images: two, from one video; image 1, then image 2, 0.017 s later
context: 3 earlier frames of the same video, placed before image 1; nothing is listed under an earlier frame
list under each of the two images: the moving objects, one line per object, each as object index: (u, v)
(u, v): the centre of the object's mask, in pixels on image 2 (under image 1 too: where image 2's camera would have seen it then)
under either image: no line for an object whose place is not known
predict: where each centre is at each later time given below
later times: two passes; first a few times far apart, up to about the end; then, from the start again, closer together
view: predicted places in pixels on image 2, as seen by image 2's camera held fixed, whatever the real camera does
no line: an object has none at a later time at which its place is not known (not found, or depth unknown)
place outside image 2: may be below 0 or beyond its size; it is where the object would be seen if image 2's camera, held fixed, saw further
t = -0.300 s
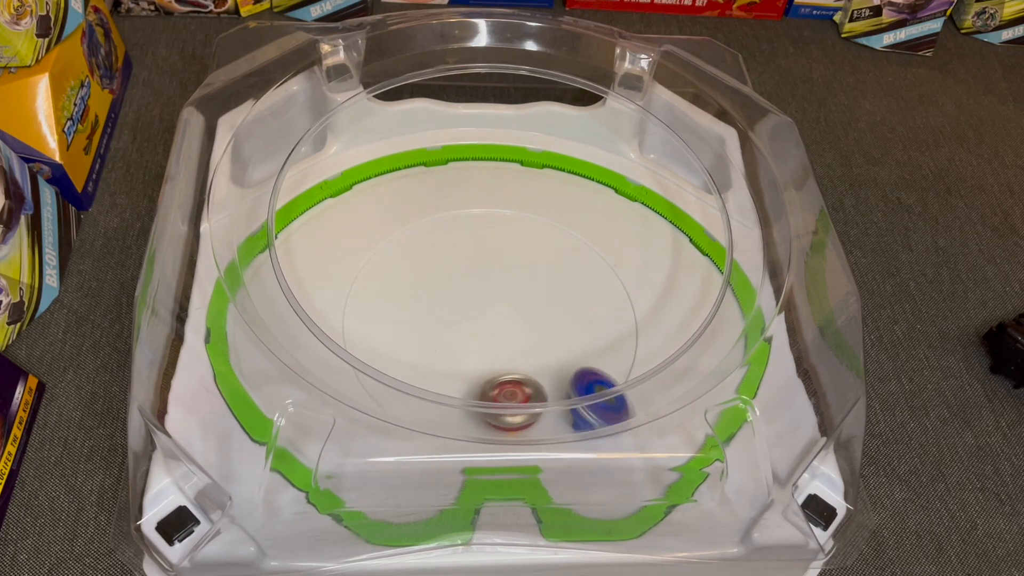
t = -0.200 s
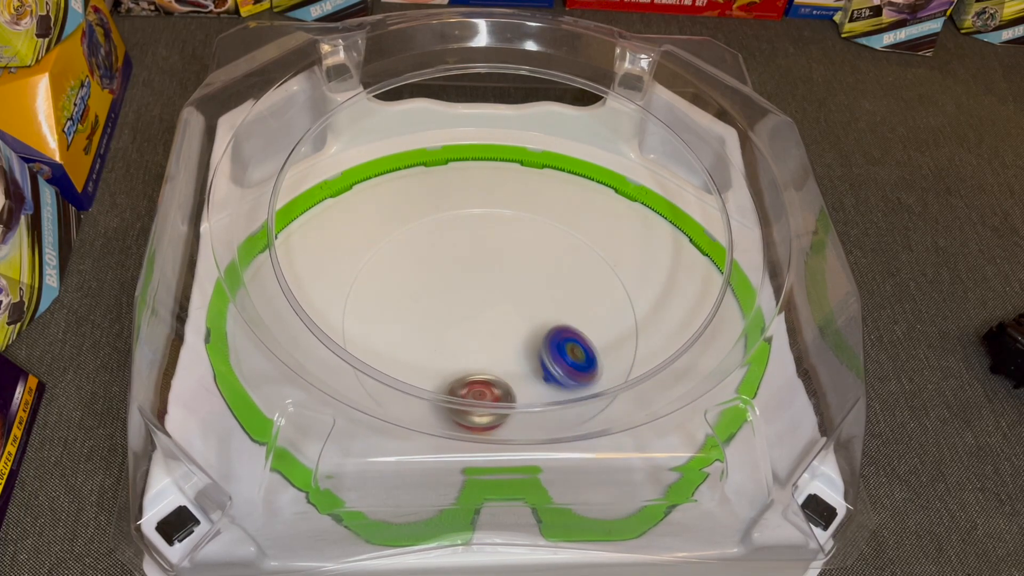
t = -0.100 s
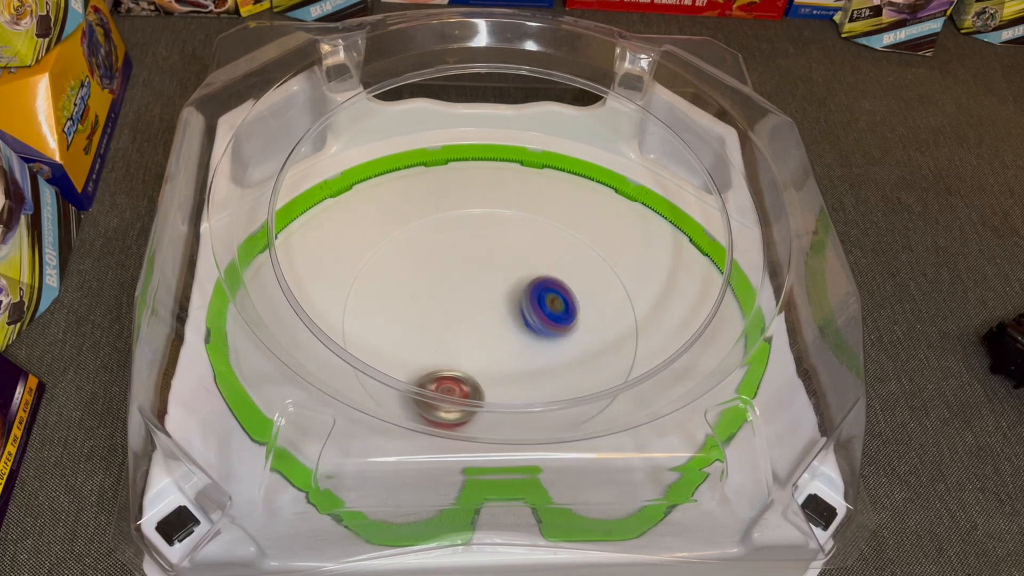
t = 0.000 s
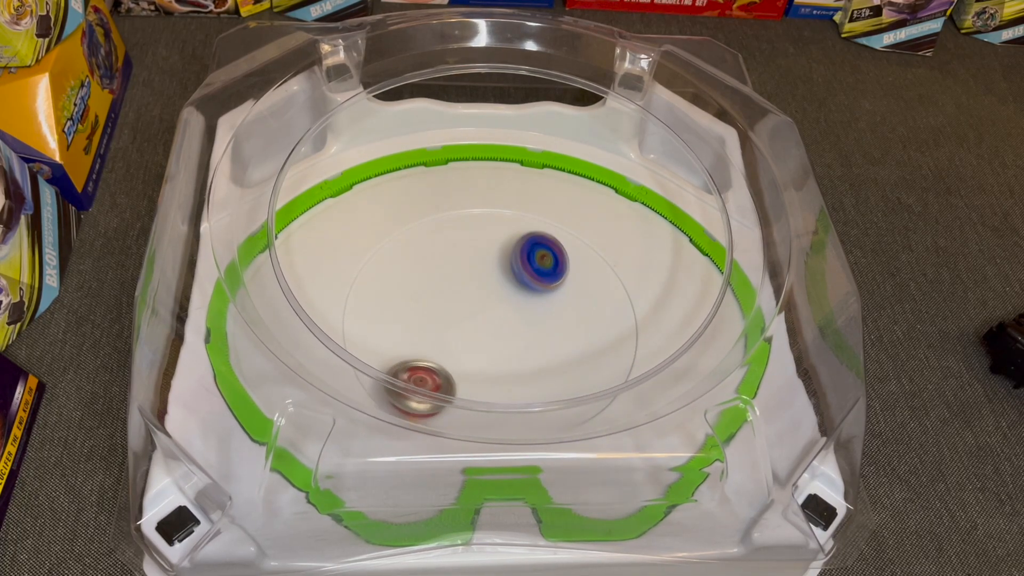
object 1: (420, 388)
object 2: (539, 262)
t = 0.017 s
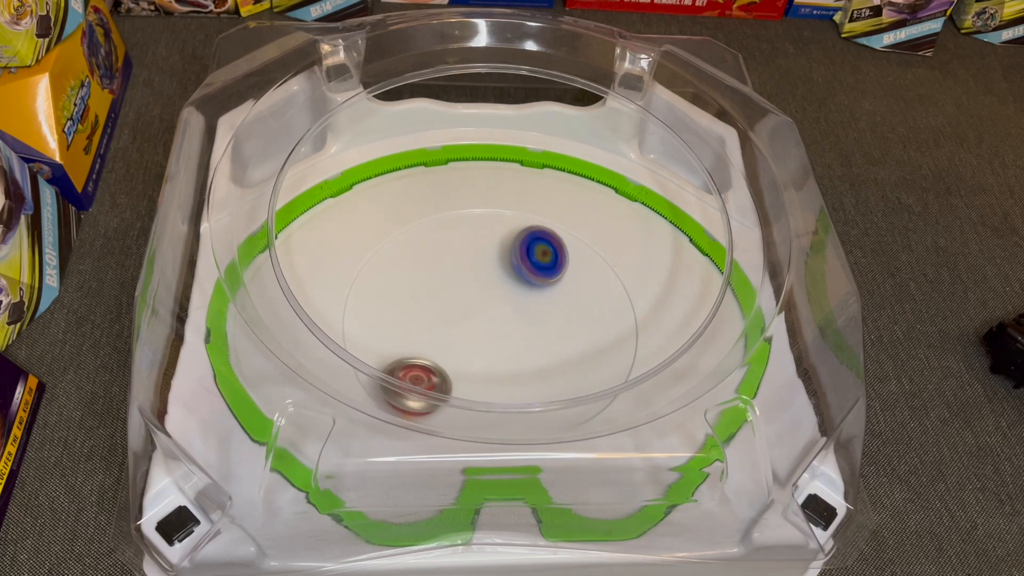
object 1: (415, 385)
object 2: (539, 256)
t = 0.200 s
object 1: (381, 349)
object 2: (537, 206)
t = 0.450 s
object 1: (363, 288)
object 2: (513, 276)
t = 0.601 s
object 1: (372, 255)
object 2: (514, 327)
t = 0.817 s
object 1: (409, 223)
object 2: (534, 375)
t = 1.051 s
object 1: (468, 211)
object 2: (507, 405)
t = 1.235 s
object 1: (515, 219)
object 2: (455, 393)
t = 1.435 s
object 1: (560, 244)
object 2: (422, 345)
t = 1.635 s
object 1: (591, 281)
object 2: (430, 298)
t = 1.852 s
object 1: (600, 329)
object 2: (468, 270)
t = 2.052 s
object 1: (583, 367)
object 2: (515, 269)
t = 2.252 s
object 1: (538, 389)
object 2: (551, 291)
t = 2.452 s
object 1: (480, 389)
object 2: (555, 327)
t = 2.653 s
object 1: (435, 368)
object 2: (515, 353)
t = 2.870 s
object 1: (351, 307)
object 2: (521, 353)
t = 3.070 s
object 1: (302, 237)
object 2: (588, 327)
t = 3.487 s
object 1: (436, 272)
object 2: (571, 255)
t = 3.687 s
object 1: (462, 262)
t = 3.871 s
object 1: (492, 281)
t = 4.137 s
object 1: (380, 304)
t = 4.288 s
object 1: (355, 326)
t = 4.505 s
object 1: (400, 351)
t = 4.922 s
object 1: (432, 291)
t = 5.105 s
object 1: (357, 299)
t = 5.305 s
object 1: (396, 312)
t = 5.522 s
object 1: (456, 306)
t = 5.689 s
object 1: (461, 295)
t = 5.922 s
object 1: (504, 292)
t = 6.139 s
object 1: (534, 290)
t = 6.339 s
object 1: (537, 297)
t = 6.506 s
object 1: (524, 308)
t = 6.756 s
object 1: (503, 317)
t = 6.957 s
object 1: (538, 300)
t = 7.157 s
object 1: (532, 274)
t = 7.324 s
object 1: (517, 264)
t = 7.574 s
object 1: (513, 267)
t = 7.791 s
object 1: (532, 274)
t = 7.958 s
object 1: (524, 292)
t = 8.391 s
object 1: (468, 342)
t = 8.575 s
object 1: (450, 342)
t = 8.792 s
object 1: (451, 335)
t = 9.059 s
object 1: (486, 332)
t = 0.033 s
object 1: (411, 383)
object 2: (538, 250)
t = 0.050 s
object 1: (407, 381)
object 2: (538, 244)
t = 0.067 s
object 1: (402, 379)
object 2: (537, 238)
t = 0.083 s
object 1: (399, 376)
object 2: (537, 234)
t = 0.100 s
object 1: (396, 373)
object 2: (536, 228)
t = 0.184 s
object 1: (382, 356)
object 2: (537, 208)
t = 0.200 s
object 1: (381, 349)
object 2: (537, 206)
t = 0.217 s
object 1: (378, 345)
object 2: (536, 206)
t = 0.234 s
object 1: (376, 343)
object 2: (534, 207)
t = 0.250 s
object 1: (373, 339)
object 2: (533, 211)
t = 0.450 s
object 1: (363, 288)
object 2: (513, 276)
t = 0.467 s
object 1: (363, 284)
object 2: (512, 282)
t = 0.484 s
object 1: (363, 280)
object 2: (512, 288)
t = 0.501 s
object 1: (364, 276)
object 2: (510, 294)
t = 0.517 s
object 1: (365, 272)
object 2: (510, 299)
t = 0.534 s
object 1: (366, 269)
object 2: (510, 306)
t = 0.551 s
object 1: (367, 266)
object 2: (511, 310)
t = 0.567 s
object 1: (369, 262)
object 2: (511, 317)
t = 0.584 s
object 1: (370, 259)
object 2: (513, 321)
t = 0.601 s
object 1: (372, 255)
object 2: (514, 327)
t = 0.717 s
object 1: (389, 236)
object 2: (526, 356)
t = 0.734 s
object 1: (391, 233)
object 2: (528, 361)
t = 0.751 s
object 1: (394, 231)
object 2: (530, 363)
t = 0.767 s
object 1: (398, 229)
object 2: (531, 368)
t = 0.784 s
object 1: (401, 227)
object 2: (532, 370)
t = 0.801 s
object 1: (405, 225)
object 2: (534, 373)
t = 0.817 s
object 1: (409, 223)
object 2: (534, 375)
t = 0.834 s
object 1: (412, 222)
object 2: (534, 377)
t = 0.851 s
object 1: (416, 221)
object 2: (534, 379)
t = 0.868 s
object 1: (420, 219)
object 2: (534, 385)
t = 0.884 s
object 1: (423, 218)
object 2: (533, 388)
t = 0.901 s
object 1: (427, 217)
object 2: (533, 390)
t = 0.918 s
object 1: (432, 216)
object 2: (531, 393)
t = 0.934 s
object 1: (436, 215)
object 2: (531, 395)
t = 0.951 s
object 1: (440, 214)
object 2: (528, 398)
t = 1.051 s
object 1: (468, 211)
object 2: (507, 405)
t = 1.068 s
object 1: (473, 211)
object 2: (503, 404)
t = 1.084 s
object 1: (477, 211)
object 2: (499, 405)
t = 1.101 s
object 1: (483, 211)
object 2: (494, 404)
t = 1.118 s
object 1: (486, 212)
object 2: (490, 404)
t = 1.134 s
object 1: (491, 213)
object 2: (484, 403)
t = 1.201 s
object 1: (507, 216)
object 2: (465, 398)
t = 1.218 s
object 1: (511, 218)
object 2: (461, 395)
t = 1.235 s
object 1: (515, 219)
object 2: (455, 393)
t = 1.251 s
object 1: (519, 220)
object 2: (452, 389)
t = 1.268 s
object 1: (522, 222)
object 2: (447, 387)
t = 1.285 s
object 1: (526, 224)
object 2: (443, 382)
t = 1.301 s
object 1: (530, 226)
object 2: (439, 379)
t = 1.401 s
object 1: (553, 239)
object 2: (424, 354)
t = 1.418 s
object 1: (556, 242)
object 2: (421, 349)
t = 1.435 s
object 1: (560, 244)
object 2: (422, 345)
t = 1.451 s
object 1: (562, 247)
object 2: (419, 341)
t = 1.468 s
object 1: (566, 249)
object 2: (420, 336)
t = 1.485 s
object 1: (570, 252)
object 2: (419, 332)
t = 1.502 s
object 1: (572, 255)
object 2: (420, 327)
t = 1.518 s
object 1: (575, 258)
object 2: (420, 323)
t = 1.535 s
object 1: (578, 261)
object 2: (421, 319)
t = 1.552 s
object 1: (580, 265)
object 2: (422, 316)
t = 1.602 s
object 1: (587, 274)
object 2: (426, 305)
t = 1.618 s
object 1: (589, 278)
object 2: (429, 302)
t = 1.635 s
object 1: (591, 281)
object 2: (430, 298)
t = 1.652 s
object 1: (592, 285)
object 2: (433, 295)
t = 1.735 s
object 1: (598, 303)
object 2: (445, 283)
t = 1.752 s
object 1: (599, 306)
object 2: (448, 280)
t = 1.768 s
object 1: (601, 310)
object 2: (451, 279)
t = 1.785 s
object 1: (600, 314)
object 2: (454, 277)
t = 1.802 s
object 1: (600, 318)
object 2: (457, 276)
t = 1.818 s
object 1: (601, 322)
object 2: (461, 273)
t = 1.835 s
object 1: (600, 326)
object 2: (465, 272)
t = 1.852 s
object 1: (600, 329)
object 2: (468, 270)
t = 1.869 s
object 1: (599, 333)
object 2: (472, 270)
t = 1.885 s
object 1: (599, 336)
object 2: (476, 268)
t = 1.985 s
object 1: (591, 356)
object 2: (499, 266)
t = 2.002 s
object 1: (589, 359)
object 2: (503, 266)
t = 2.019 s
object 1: (588, 362)
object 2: (507, 268)
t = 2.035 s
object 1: (585, 365)
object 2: (511, 268)
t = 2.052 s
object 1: (583, 367)
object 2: (515, 269)
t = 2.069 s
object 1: (580, 370)
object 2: (519, 269)
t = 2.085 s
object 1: (577, 372)
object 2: (523, 271)
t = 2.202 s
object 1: (552, 385)
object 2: (545, 285)
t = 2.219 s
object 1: (547, 386)
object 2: (547, 287)
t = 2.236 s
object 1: (543, 388)
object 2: (550, 289)
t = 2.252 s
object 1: (538, 389)
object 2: (551, 291)
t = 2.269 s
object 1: (534, 390)
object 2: (554, 294)
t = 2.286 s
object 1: (528, 391)
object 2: (555, 297)
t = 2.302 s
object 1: (523, 391)
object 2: (556, 299)
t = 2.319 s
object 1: (518, 392)
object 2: (557, 304)
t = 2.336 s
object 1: (512, 392)
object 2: (557, 306)
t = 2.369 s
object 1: (502, 392)
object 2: (557, 312)
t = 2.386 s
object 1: (497, 392)
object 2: (557, 316)
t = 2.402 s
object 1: (493, 392)
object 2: (557, 318)
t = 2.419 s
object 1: (489, 391)
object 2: (557, 321)
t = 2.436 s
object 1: (485, 390)
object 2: (555, 325)
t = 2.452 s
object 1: (480, 389)
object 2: (555, 327)
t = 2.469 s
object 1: (476, 388)
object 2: (552, 331)
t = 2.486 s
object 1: (470, 387)
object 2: (550, 333)
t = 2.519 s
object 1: (462, 384)
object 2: (545, 339)
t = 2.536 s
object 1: (458, 383)
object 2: (542, 342)
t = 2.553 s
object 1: (455, 381)
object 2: (539, 343)
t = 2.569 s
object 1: (451, 379)
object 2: (536, 345)
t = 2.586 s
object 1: (448, 377)
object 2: (532, 348)
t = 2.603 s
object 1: (445, 376)
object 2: (528, 348)
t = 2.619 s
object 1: (443, 373)
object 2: (524, 351)
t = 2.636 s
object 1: (438, 371)
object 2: (520, 351)
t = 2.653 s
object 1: (435, 368)
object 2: (515, 353)
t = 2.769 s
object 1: (412, 347)
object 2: (484, 353)
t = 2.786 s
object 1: (409, 344)
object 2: (480, 352)
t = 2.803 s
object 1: (406, 340)
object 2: (476, 351)
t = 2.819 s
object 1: (394, 333)
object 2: (480, 351)
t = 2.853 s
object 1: (362, 314)
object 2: (508, 354)
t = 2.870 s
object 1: (351, 307)
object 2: (521, 353)
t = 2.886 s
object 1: (345, 297)
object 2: (532, 354)
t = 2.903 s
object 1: (339, 290)
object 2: (542, 352)
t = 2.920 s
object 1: (334, 285)
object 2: (553, 351)
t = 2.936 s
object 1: (329, 278)
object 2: (561, 349)
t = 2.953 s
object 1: (325, 273)
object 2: (570, 346)
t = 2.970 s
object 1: (321, 267)
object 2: (575, 344)
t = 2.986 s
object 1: (317, 262)
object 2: (580, 341)
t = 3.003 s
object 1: (314, 257)
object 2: (584, 338)
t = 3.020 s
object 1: (310, 252)
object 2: (586, 336)
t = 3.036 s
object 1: (307, 247)
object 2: (589, 333)
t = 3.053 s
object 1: (305, 242)
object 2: (588, 330)
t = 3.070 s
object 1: (302, 237)
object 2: (588, 327)
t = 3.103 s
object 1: (300, 226)
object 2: (587, 320)
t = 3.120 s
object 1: (298, 221)
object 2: (587, 317)
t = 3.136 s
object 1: (298, 219)
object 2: (584, 314)
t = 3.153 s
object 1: (301, 223)
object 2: (584, 311)
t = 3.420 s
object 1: (406, 271)
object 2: (574, 265)
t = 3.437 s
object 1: (414, 272)
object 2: (574, 263)
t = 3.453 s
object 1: (421, 273)
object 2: (574, 260)
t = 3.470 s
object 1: (428, 272)
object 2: (573, 257)
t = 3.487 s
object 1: (436, 272)
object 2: (571, 255)
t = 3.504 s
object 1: (442, 271)
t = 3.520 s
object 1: (450, 270)
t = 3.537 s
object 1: (457, 269)
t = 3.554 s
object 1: (464, 268)
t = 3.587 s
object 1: (477, 265)
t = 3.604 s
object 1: (482, 263)
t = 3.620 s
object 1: (477, 263)
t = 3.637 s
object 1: (471, 263)
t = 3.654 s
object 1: (467, 262)
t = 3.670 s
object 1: (464, 262)
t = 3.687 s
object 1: (462, 262)
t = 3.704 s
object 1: (462, 263)
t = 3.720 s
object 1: (461, 264)
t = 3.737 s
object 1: (462, 265)
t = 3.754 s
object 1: (465, 266)
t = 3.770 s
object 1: (467, 268)
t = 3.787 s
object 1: (470, 269)
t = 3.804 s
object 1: (474, 271)
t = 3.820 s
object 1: (479, 273)
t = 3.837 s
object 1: (483, 276)
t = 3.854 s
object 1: (487, 279)
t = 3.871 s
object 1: (492, 281)
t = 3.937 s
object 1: (512, 294)
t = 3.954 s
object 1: (517, 297)
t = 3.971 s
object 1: (522, 299)
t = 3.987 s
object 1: (516, 301)
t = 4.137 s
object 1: (380, 304)
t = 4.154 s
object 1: (371, 305)
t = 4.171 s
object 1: (365, 306)
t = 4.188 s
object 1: (359, 309)
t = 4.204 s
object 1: (356, 311)
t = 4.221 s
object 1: (352, 314)
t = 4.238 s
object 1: (350, 317)
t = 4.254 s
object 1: (348, 320)
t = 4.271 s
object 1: (351, 322)
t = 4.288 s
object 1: (355, 326)
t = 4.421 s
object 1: (384, 347)
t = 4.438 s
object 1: (387, 348)
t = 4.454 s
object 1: (390, 350)
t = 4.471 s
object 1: (393, 350)
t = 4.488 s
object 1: (397, 351)
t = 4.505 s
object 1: (400, 351)
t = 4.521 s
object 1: (402, 352)
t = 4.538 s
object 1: (404, 351)
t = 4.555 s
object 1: (407, 350)
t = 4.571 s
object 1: (409, 349)
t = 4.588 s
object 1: (411, 348)
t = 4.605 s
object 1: (411, 346)
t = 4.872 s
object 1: (444, 298)
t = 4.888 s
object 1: (446, 295)
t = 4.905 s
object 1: (449, 292)
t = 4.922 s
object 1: (432, 291)
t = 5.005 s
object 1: (366, 290)
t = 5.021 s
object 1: (358, 290)
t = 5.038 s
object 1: (352, 291)
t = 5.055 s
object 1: (351, 292)
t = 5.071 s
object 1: (353, 294)
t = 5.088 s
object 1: (354, 297)
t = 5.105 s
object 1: (357, 299)
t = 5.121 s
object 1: (360, 301)
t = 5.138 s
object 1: (362, 303)
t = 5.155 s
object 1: (366, 305)
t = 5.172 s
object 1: (369, 306)
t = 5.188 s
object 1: (372, 308)
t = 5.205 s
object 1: (374, 308)
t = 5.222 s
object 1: (377, 310)
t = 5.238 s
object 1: (381, 310)
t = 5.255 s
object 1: (384, 311)
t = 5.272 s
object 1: (388, 311)
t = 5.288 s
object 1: (393, 312)
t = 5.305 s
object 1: (396, 312)
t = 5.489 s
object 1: (453, 308)
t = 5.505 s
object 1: (457, 308)
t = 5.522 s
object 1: (456, 306)
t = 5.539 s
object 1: (453, 304)
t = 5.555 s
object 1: (450, 302)
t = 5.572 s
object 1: (448, 301)
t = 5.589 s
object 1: (448, 299)
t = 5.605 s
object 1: (448, 298)
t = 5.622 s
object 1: (450, 297)
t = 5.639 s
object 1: (452, 296)
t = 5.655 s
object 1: (455, 296)
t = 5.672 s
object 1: (458, 295)
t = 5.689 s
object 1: (461, 295)
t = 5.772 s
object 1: (475, 294)
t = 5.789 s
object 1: (479, 293)
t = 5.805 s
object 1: (482, 293)
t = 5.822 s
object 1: (485, 293)
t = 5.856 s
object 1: (492, 293)
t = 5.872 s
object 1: (494, 293)
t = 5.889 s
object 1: (498, 292)
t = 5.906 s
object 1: (501, 292)
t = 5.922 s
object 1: (504, 292)
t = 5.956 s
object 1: (510, 291)
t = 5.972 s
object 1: (513, 291)
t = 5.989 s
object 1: (515, 291)
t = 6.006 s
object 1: (518, 290)
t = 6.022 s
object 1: (521, 290)
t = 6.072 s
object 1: (527, 290)
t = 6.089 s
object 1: (529, 290)
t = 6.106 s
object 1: (531, 290)
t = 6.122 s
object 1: (532, 290)
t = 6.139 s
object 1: (534, 290)
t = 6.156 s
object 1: (535, 290)
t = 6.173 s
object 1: (535, 291)
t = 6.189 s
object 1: (536, 291)
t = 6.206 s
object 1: (537, 292)
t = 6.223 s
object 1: (537, 292)
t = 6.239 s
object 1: (538, 292)
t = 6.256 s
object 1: (538, 293)
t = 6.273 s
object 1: (537, 294)
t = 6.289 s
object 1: (538, 294)
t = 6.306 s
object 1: (537, 295)
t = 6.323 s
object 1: (537, 296)
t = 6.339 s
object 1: (537, 297)
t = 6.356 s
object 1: (537, 297)
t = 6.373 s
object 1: (535, 299)
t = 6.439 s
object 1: (531, 303)
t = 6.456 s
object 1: (529, 304)
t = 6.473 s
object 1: (528, 306)
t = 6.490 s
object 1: (526, 307)
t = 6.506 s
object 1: (524, 308)
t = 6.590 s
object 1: (513, 315)
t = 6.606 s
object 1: (511, 317)
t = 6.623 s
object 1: (508, 319)
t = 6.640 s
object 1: (506, 320)
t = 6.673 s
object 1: (501, 323)
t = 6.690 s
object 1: (498, 324)
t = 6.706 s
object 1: (497, 322)
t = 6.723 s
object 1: (495, 321)
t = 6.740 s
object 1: (496, 319)
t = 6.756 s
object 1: (503, 317)
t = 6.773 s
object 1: (509, 316)
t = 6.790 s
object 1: (516, 318)
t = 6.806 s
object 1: (522, 317)
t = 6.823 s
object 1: (526, 316)
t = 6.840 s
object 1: (530, 315)
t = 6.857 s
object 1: (532, 314)
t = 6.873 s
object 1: (533, 312)
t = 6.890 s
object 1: (535, 310)
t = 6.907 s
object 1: (535, 307)
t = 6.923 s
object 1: (536, 305)
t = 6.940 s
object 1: (537, 302)
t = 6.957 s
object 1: (538, 300)
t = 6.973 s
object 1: (538, 297)
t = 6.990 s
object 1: (538, 295)
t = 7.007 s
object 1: (539, 292)
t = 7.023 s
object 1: (538, 289)
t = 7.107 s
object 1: (535, 279)
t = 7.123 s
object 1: (534, 277)
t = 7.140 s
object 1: (533, 275)
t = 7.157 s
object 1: (532, 274)
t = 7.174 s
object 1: (530, 272)
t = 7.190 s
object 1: (528, 271)
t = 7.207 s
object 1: (526, 270)
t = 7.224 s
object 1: (524, 269)
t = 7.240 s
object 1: (523, 268)
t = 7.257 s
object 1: (520, 267)
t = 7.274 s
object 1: (518, 267)
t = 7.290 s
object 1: (516, 267)
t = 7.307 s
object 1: (515, 265)
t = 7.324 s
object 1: (517, 264)
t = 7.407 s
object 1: (517, 264)
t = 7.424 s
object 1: (516, 263)
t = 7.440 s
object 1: (515, 263)
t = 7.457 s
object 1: (514, 264)
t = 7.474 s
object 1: (514, 264)
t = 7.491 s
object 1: (512, 265)
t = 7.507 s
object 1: (511, 265)
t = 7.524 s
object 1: (509, 267)
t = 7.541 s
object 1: (508, 268)
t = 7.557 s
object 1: (508, 268)
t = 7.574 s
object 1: (513, 267)
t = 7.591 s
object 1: (518, 267)
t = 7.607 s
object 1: (522, 267)
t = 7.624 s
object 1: (525, 267)
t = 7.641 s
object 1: (528, 268)
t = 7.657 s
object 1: (529, 268)
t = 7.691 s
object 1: (530, 269)
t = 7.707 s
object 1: (531, 269)
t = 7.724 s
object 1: (531, 270)
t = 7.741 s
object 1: (531, 271)
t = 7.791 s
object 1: (532, 274)
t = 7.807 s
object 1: (532, 276)
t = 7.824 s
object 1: (532, 277)
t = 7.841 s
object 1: (531, 279)
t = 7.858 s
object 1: (531, 280)
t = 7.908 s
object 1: (528, 286)
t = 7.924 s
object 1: (527, 288)
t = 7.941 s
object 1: (526, 290)
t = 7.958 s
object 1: (524, 292)
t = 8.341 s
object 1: (475, 339)
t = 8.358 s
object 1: (472, 340)
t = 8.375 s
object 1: (471, 341)
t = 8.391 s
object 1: (468, 342)
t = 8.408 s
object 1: (466, 342)
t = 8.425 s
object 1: (464, 343)
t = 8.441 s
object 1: (462, 343)
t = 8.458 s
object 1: (460, 344)
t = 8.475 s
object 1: (458, 344)
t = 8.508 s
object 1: (455, 344)
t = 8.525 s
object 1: (454, 344)
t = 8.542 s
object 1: (452, 344)
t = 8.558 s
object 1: (451, 343)
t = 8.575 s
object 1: (450, 342)
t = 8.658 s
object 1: (447, 338)
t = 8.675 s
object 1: (447, 337)
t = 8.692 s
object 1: (447, 336)
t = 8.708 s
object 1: (447, 336)
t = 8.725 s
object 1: (448, 336)
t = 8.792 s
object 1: (451, 335)
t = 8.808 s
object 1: (453, 337)
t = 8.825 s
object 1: (454, 338)
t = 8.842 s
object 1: (455, 338)
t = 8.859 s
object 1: (457, 338)
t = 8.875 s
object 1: (460, 339)
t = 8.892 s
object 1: (462, 339)
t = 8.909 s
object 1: (465, 338)
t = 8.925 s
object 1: (467, 338)
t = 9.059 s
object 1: (486, 332)
